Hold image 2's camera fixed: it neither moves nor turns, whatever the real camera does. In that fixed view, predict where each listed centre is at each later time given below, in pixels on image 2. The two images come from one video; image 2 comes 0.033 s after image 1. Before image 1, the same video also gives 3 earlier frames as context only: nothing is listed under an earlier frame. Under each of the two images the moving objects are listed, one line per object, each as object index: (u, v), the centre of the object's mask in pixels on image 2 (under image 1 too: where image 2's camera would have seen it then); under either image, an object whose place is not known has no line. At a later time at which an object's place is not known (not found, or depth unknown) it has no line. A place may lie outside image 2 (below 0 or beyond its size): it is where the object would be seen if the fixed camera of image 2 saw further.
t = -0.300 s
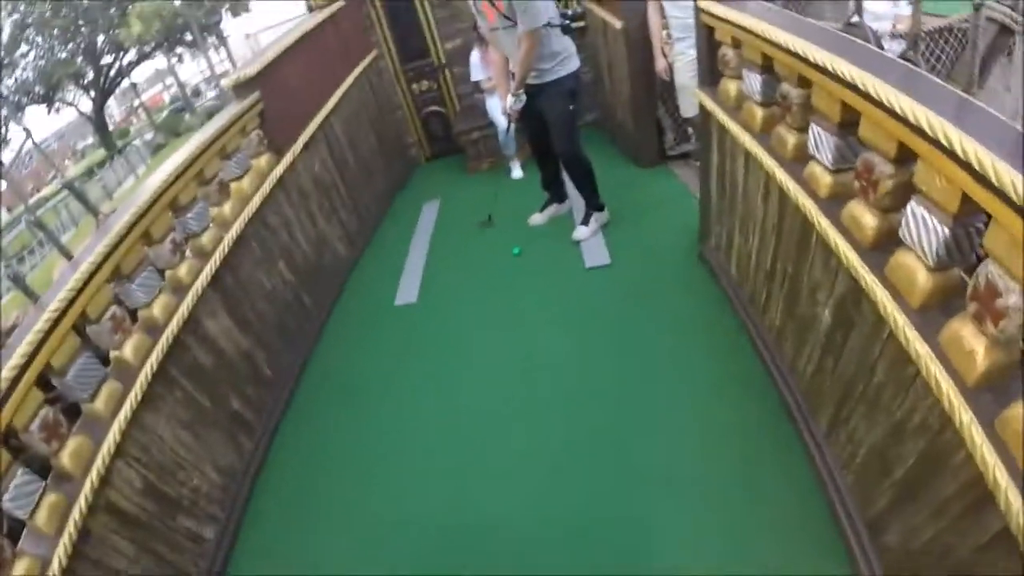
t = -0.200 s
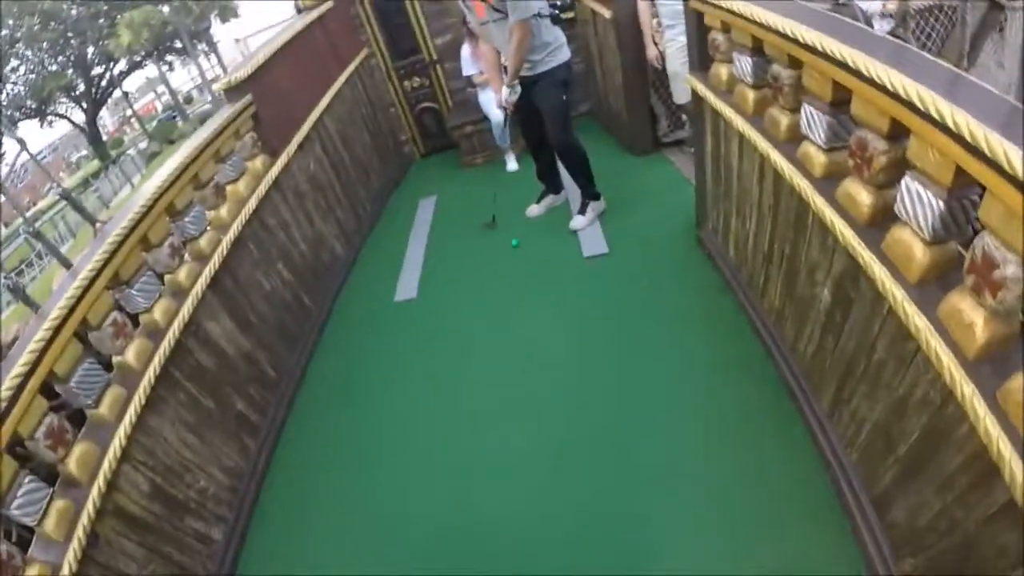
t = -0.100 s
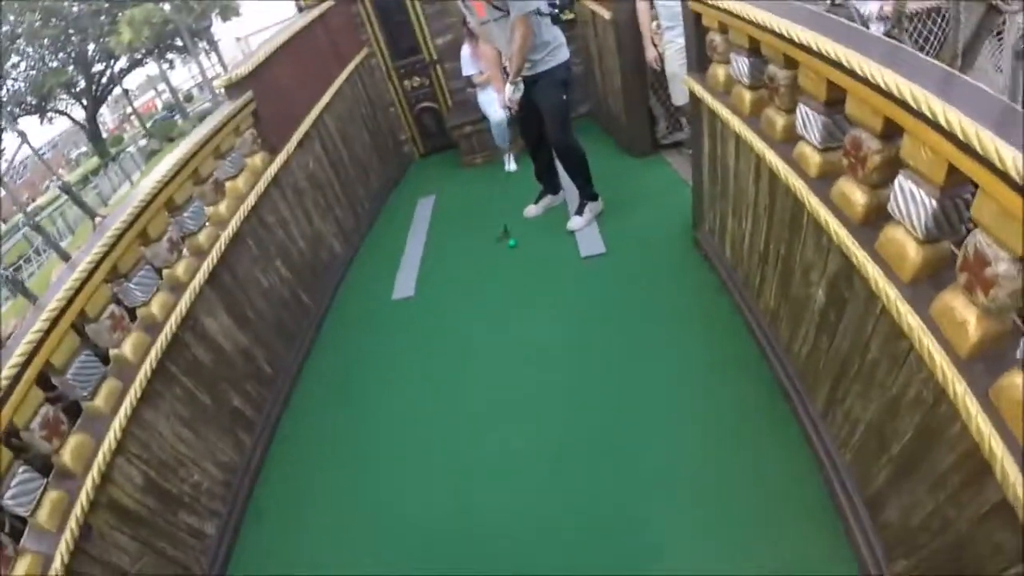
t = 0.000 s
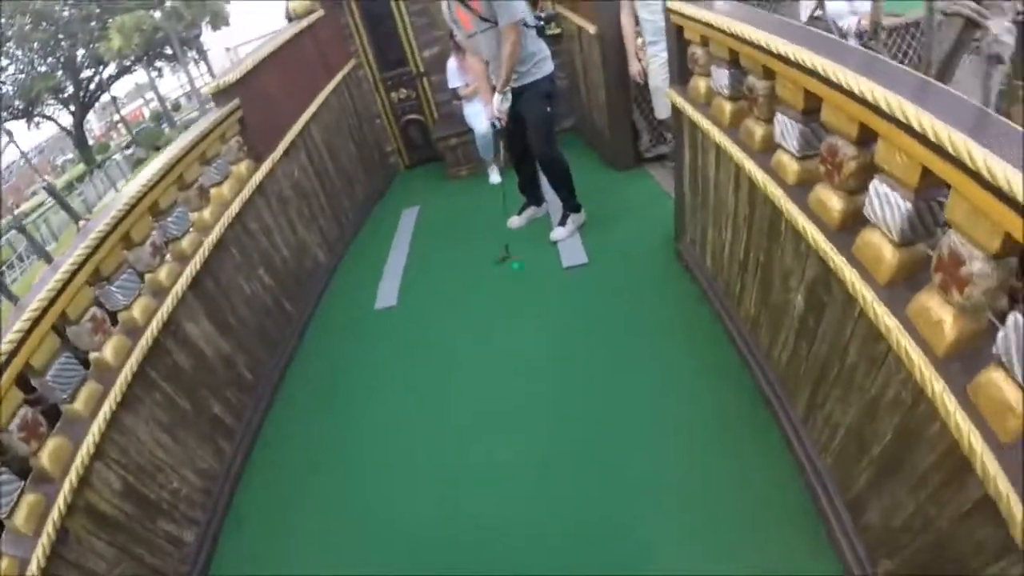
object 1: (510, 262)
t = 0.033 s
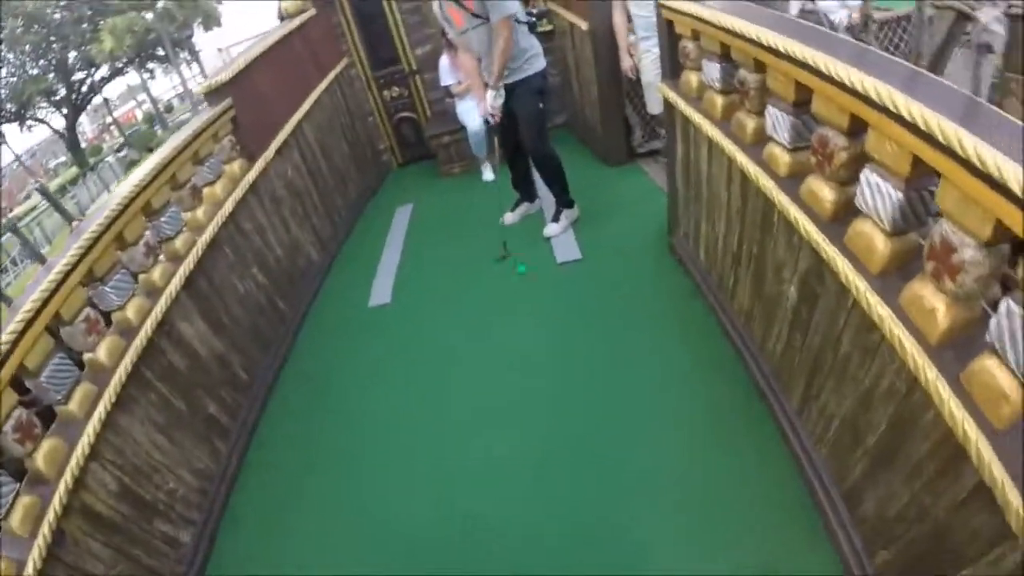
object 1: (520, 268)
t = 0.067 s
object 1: (535, 277)
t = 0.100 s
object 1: (548, 286)
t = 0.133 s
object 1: (561, 294)
